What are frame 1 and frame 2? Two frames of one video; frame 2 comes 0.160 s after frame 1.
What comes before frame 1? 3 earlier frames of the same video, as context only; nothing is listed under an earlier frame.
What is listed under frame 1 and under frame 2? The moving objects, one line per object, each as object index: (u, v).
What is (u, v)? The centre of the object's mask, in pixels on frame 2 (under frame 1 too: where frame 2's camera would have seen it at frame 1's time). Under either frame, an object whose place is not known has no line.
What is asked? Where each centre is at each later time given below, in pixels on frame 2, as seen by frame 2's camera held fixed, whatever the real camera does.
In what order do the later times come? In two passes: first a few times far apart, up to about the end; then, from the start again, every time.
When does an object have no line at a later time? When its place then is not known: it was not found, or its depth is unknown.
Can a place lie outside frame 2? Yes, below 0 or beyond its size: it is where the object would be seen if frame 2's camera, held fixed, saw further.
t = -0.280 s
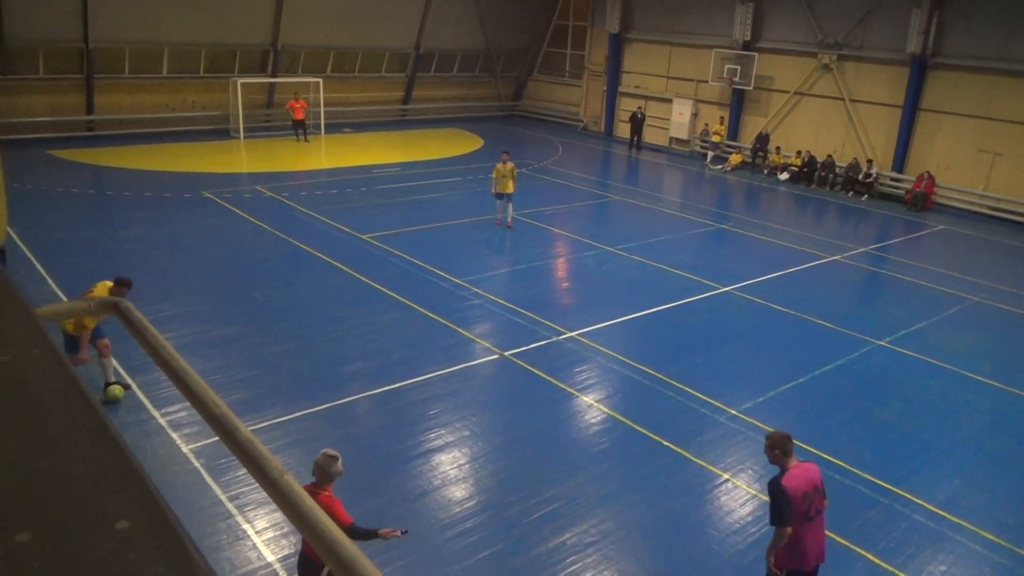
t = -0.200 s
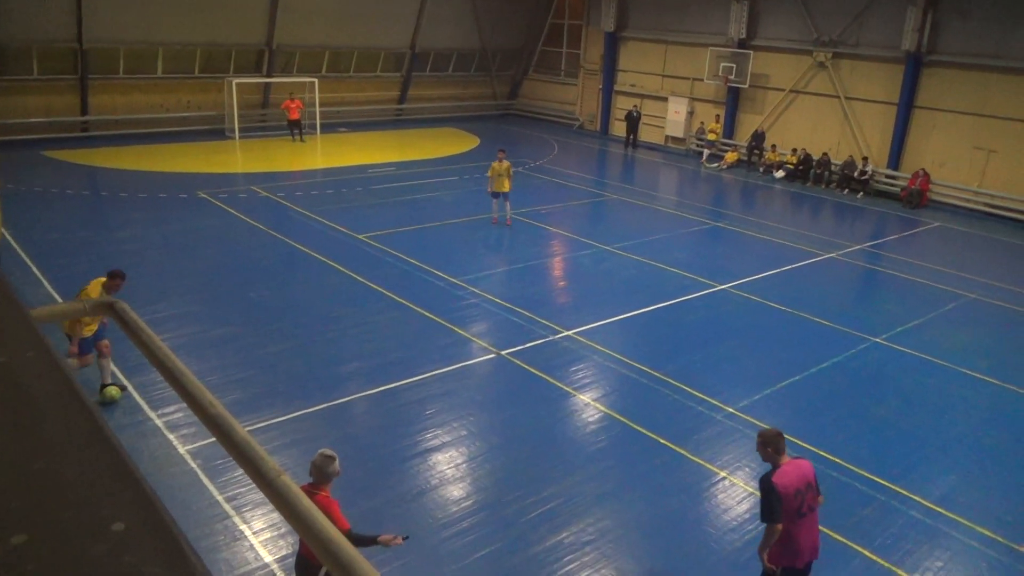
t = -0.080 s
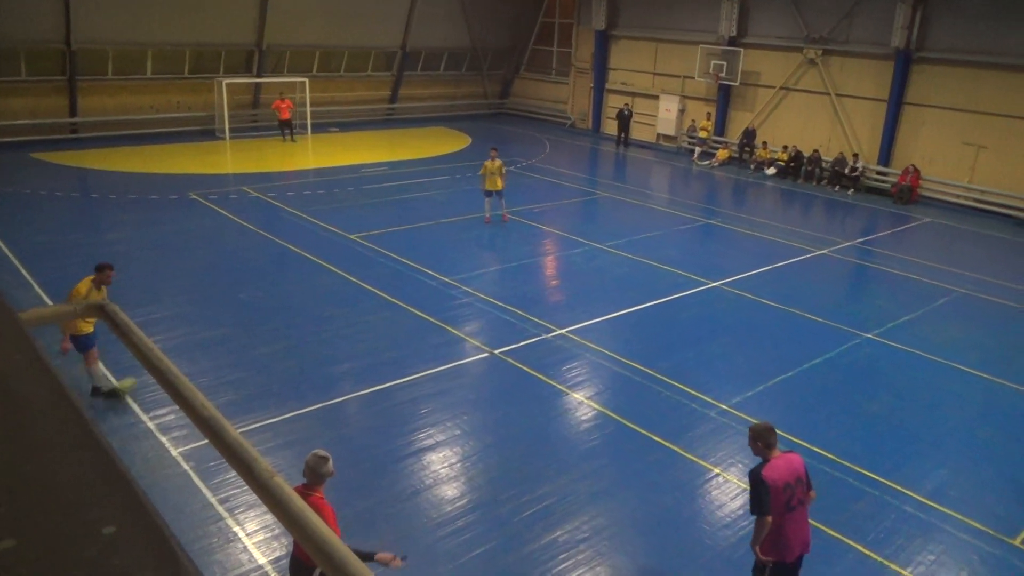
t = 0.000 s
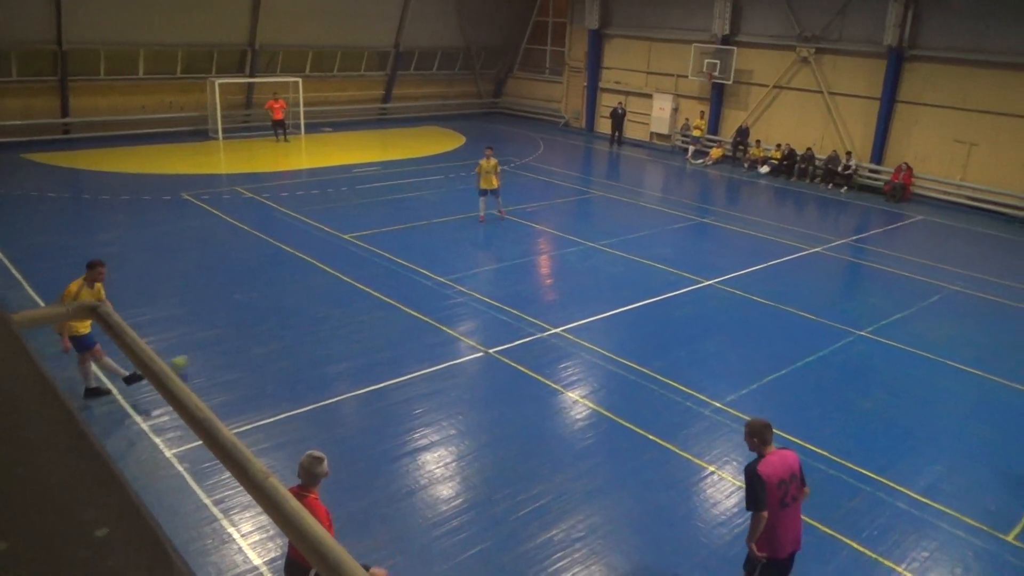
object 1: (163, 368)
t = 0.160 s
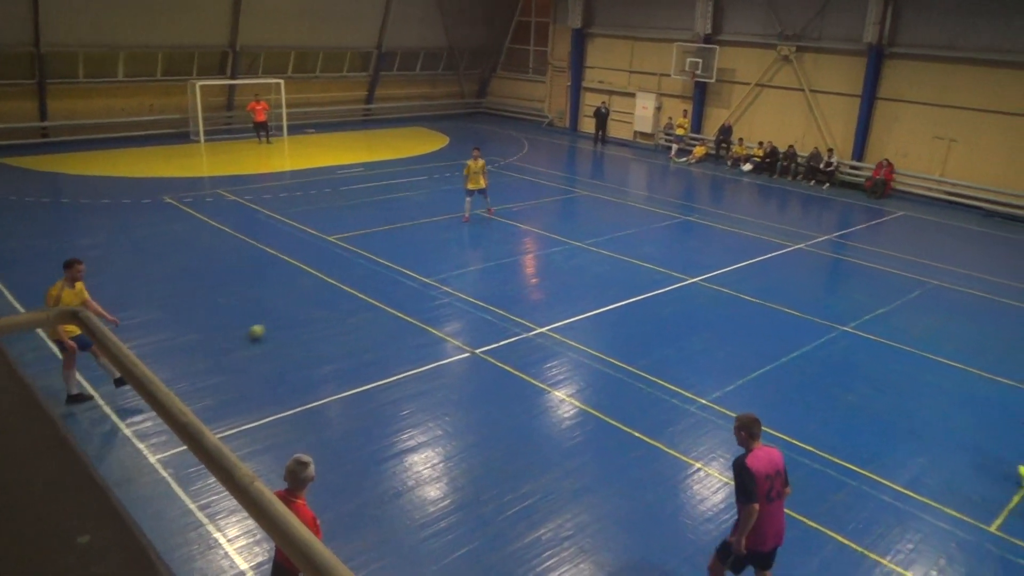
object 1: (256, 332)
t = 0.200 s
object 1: (276, 325)
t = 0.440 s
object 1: (360, 289)
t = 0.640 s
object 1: (408, 269)
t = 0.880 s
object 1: (449, 250)
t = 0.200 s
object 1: (276, 325)
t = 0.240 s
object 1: (292, 318)
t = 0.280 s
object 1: (308, 311)
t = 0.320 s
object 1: (323, 306)
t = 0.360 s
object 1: (336, 300)
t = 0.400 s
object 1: (349, 294)
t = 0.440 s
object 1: (360, 289)
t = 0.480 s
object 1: (372, 285)
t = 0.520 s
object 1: (382, 281)
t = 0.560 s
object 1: (391, 276)
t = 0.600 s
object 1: (400, 272)
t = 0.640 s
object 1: (408, 269)
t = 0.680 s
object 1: (416, 265)
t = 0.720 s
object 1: (423, 262)
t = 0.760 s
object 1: (430, 258)
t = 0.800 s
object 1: (437, 255)
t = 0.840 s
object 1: (443, 253)
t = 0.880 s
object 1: (449, 250)
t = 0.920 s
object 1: (455, 247)
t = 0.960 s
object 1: (460, 245)
